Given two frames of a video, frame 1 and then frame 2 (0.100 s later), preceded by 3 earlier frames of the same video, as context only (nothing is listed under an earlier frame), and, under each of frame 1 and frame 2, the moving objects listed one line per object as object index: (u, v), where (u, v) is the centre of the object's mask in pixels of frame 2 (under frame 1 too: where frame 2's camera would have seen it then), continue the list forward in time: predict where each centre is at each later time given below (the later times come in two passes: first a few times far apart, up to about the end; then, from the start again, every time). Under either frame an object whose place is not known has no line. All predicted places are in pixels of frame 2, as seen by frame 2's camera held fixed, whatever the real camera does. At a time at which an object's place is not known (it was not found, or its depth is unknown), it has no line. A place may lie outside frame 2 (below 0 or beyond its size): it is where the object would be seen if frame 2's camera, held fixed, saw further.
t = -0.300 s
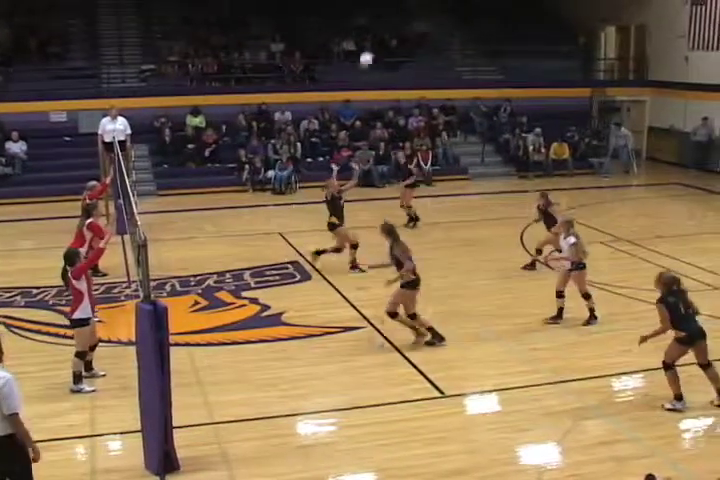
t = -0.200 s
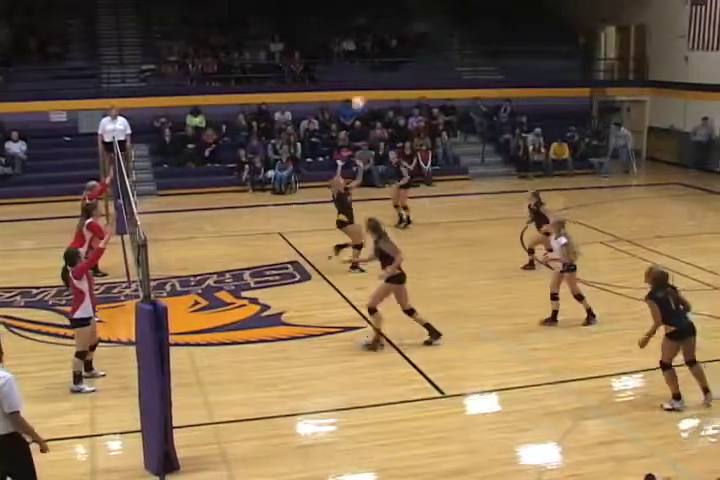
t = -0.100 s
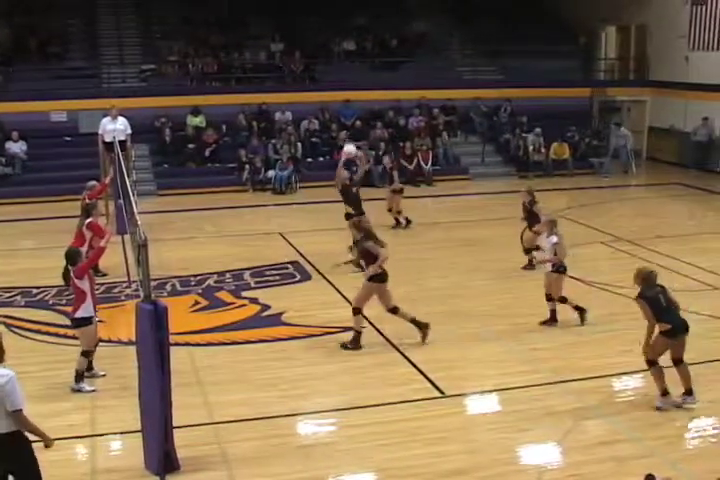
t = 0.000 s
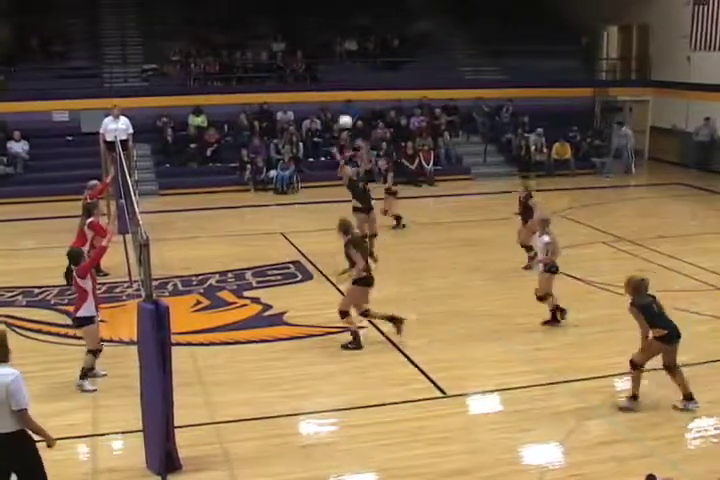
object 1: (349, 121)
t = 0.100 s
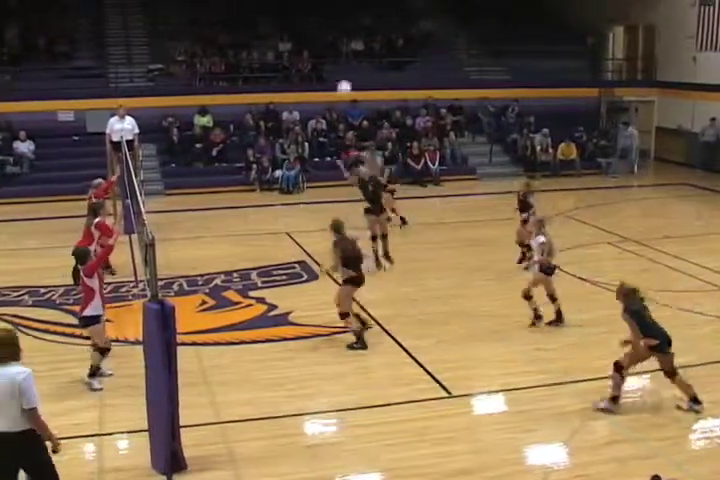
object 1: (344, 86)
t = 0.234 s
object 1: (336, 51)
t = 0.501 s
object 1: (322, 8)
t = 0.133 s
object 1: (342, 77)
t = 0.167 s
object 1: (340, 68)
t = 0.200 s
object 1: (338, 59)
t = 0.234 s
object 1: (336, 51)
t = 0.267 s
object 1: (334, 43)
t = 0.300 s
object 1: (333, 36)
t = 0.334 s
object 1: (331, 30)
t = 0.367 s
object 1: (330, 24)
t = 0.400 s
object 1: (327, 19)
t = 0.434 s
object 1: (326, 15)
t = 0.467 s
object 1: (324, 11)
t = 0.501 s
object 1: (322, 8)
